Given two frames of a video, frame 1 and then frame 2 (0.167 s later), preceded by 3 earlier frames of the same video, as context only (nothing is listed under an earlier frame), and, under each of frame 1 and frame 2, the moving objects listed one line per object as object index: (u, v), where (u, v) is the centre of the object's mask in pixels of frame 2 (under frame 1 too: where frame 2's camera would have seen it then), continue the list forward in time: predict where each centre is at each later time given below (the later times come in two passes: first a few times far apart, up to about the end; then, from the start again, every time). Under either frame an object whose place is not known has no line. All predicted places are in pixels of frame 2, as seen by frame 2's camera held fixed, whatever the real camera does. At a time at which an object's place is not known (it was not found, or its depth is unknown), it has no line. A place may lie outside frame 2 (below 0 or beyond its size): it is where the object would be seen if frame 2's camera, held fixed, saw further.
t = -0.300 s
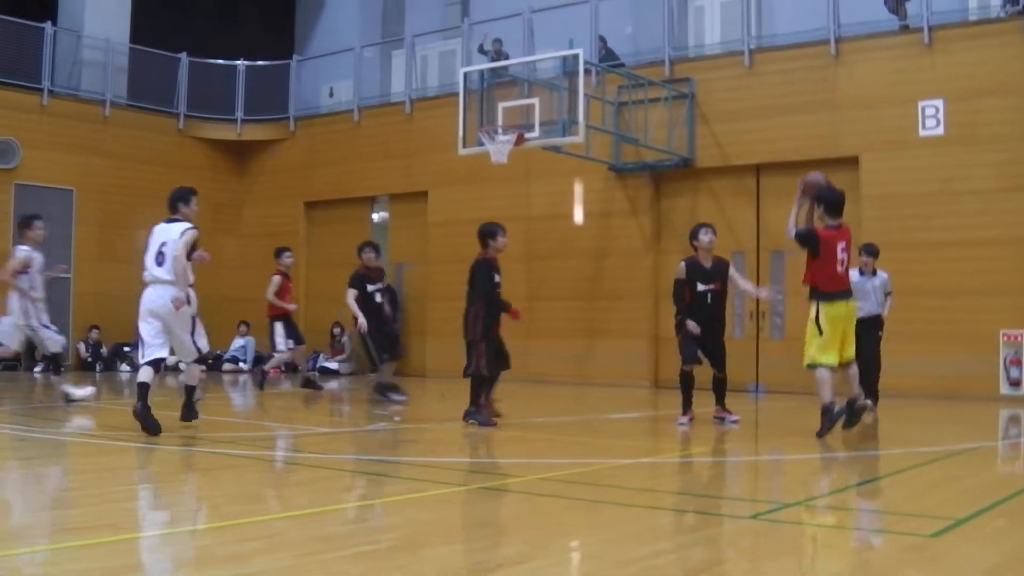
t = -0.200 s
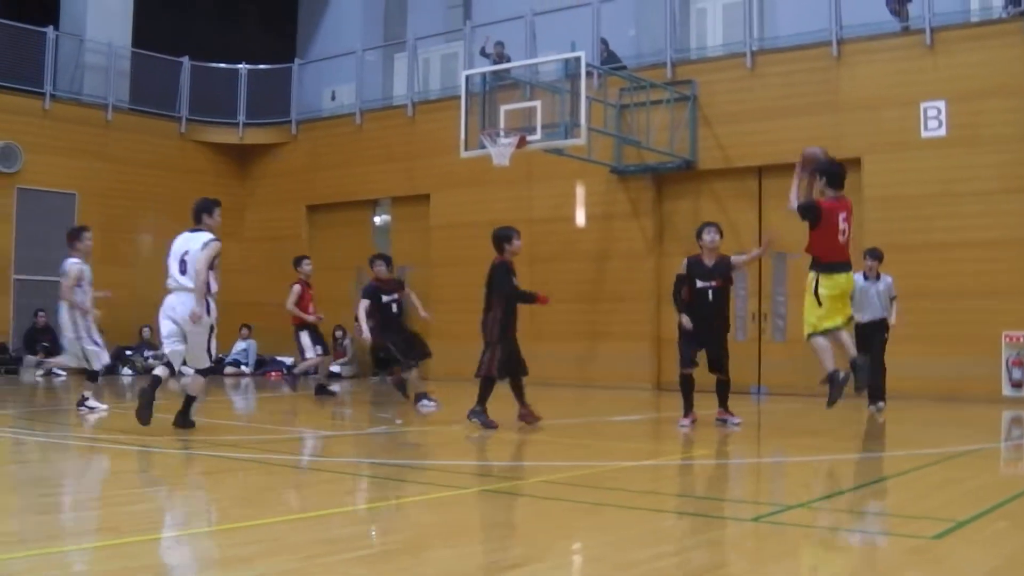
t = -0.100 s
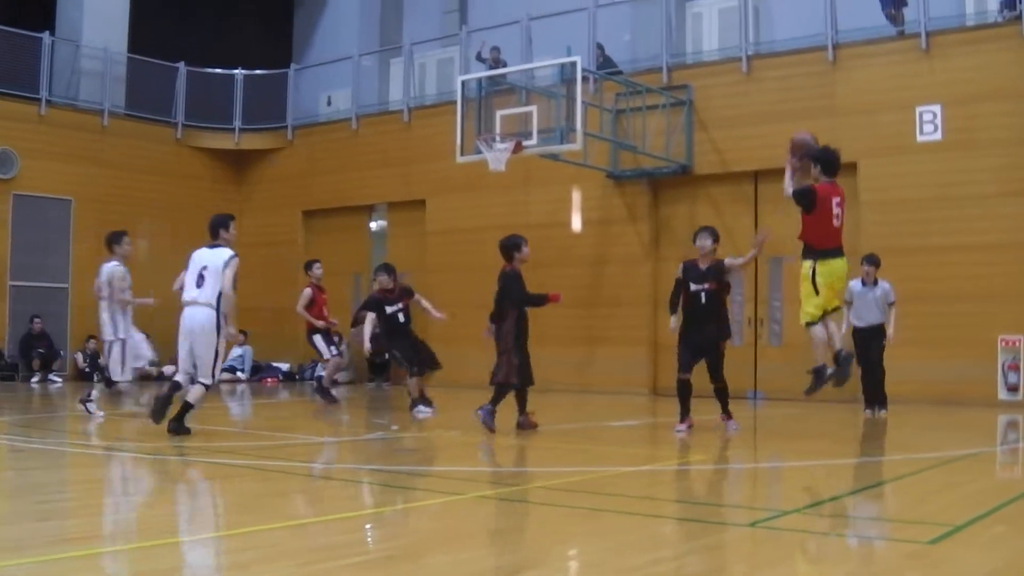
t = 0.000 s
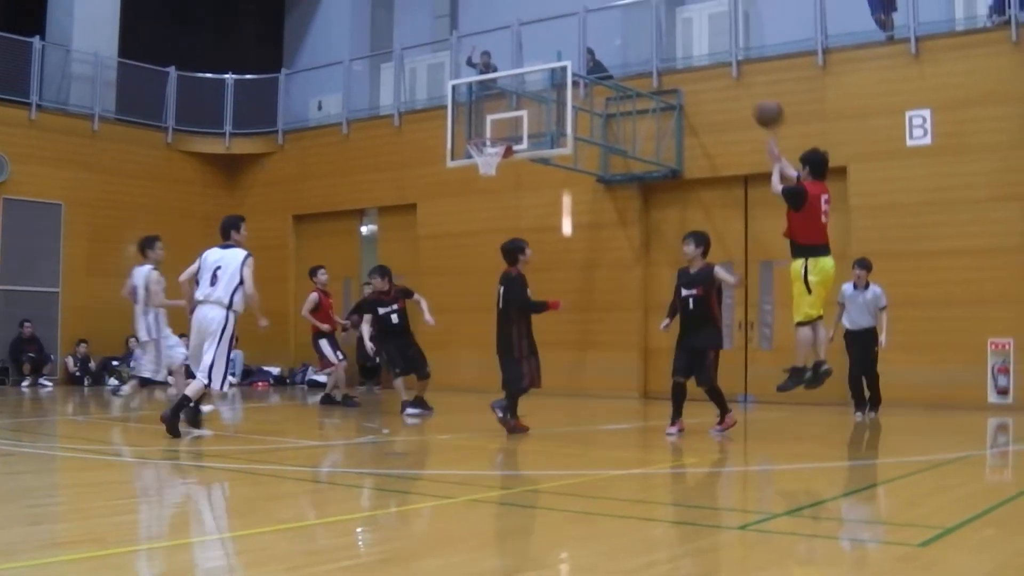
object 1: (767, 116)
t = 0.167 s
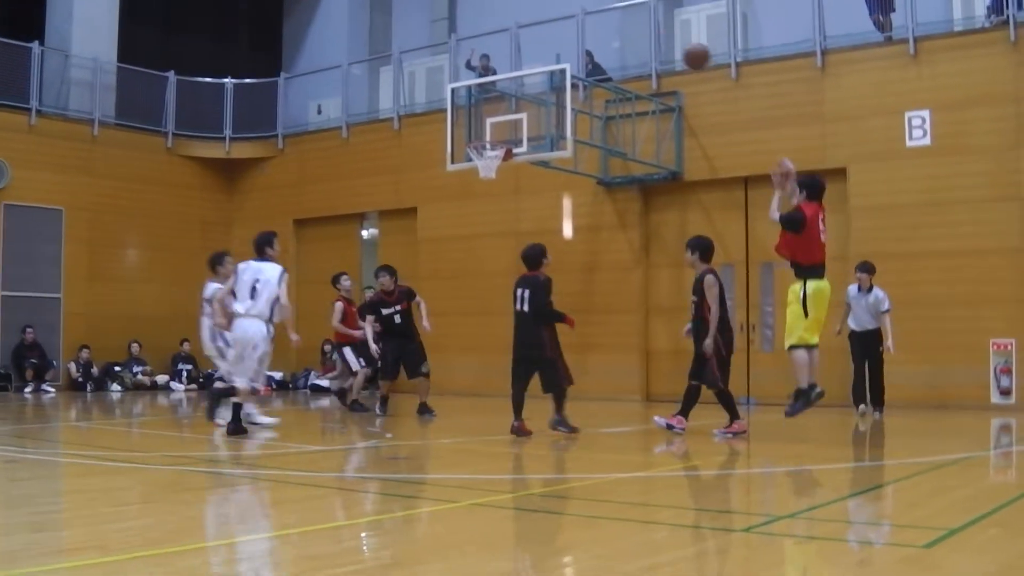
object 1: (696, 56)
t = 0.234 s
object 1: (672, 43)
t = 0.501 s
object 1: (586, 41)
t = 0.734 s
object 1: (526, 91)
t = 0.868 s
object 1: (495, 135)
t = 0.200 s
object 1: (684, 50)
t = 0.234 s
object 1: (672, 43)
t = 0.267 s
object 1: (660, 40)
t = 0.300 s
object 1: (648, 37)
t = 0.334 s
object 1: (637, 35)
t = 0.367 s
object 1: (626, 34)
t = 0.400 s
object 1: (616, 34)
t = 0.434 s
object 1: (606, 35)
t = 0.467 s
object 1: (596, 38)
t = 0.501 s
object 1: (586, 41)
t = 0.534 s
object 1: (577, 45)
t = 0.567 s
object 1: (568, 50)
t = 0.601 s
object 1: (559, 56)
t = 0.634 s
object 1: (551, 63)
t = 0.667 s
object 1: (542, 71)
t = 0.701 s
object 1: (533, 80)
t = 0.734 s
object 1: (526, 91)
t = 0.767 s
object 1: (518, 101)
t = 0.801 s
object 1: (510, 110)
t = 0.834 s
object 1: (502, 123)
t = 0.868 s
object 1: (495, 135)
